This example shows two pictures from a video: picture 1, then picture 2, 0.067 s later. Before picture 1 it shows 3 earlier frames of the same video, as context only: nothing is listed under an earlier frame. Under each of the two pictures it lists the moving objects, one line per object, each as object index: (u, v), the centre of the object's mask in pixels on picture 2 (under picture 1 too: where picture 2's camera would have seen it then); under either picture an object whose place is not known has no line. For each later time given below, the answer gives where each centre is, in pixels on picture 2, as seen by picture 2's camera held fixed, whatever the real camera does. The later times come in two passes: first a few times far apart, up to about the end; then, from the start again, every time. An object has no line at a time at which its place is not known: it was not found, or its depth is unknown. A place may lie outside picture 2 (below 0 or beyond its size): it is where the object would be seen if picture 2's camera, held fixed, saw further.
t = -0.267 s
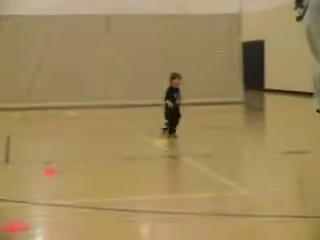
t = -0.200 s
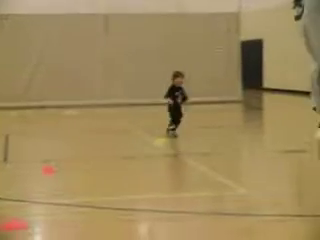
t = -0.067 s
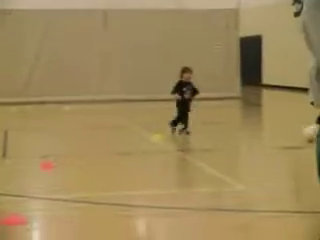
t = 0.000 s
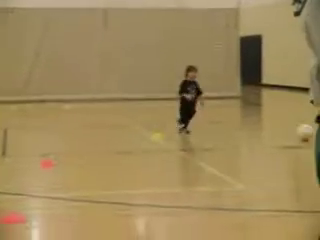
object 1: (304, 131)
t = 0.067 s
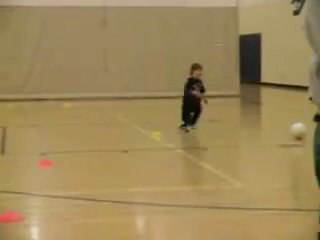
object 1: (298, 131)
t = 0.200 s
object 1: (287, 130)
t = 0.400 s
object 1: (272, 128)
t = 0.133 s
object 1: (294, 130)
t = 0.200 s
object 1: (287, 130)
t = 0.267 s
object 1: (283, 129)
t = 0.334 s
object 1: (277, 129)
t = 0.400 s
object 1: (272, 128)
